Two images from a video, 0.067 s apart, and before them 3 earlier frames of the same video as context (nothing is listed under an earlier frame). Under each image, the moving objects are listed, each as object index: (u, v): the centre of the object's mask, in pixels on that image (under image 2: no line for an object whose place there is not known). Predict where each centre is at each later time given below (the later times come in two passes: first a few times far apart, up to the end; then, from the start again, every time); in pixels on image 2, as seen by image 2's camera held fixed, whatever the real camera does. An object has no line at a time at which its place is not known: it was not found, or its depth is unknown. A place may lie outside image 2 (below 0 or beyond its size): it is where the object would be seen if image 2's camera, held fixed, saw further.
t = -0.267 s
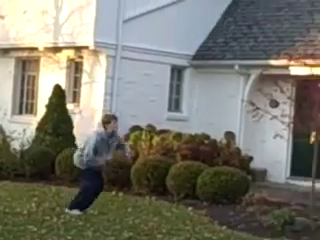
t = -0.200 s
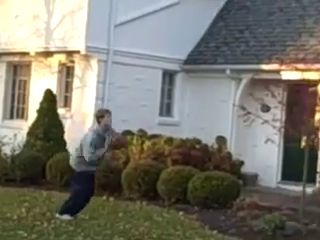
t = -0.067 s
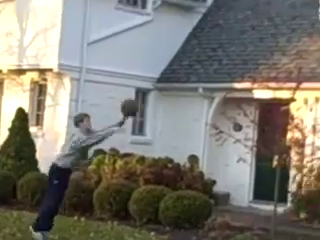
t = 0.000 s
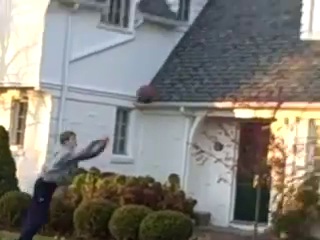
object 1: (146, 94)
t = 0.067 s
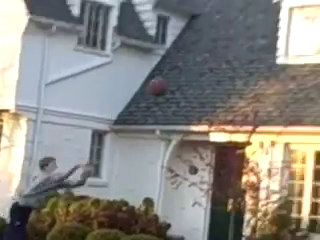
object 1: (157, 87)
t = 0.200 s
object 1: (235, 31)
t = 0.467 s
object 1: (404, -49)
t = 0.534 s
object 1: (451, -65)
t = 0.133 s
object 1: (196, 58)
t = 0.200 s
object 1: (235, 31)
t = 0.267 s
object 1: (275, 8)
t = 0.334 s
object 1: (315, -14)
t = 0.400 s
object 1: (359, -33)
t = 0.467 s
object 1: (404, -49)
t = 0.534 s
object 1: (451, -65)
